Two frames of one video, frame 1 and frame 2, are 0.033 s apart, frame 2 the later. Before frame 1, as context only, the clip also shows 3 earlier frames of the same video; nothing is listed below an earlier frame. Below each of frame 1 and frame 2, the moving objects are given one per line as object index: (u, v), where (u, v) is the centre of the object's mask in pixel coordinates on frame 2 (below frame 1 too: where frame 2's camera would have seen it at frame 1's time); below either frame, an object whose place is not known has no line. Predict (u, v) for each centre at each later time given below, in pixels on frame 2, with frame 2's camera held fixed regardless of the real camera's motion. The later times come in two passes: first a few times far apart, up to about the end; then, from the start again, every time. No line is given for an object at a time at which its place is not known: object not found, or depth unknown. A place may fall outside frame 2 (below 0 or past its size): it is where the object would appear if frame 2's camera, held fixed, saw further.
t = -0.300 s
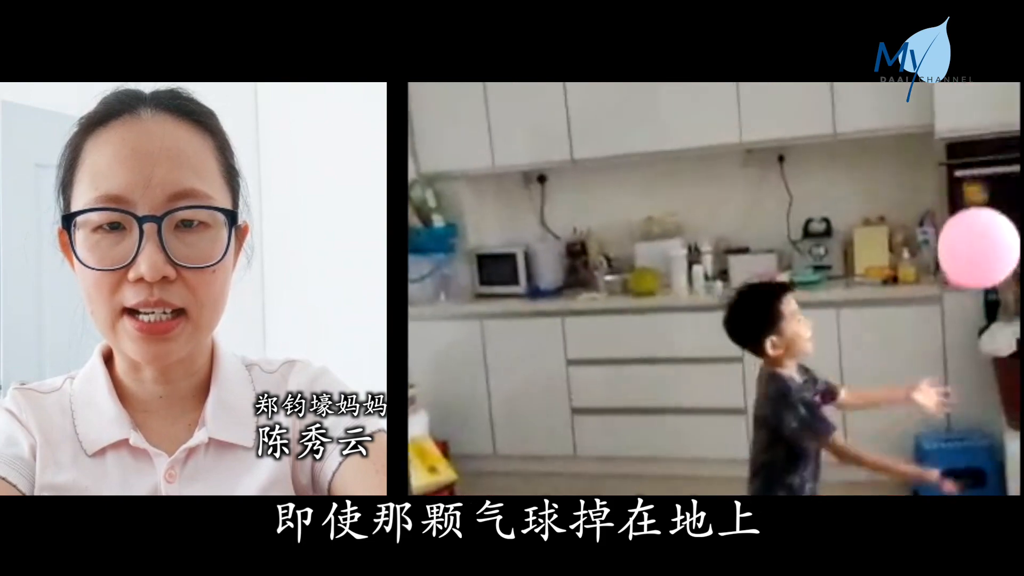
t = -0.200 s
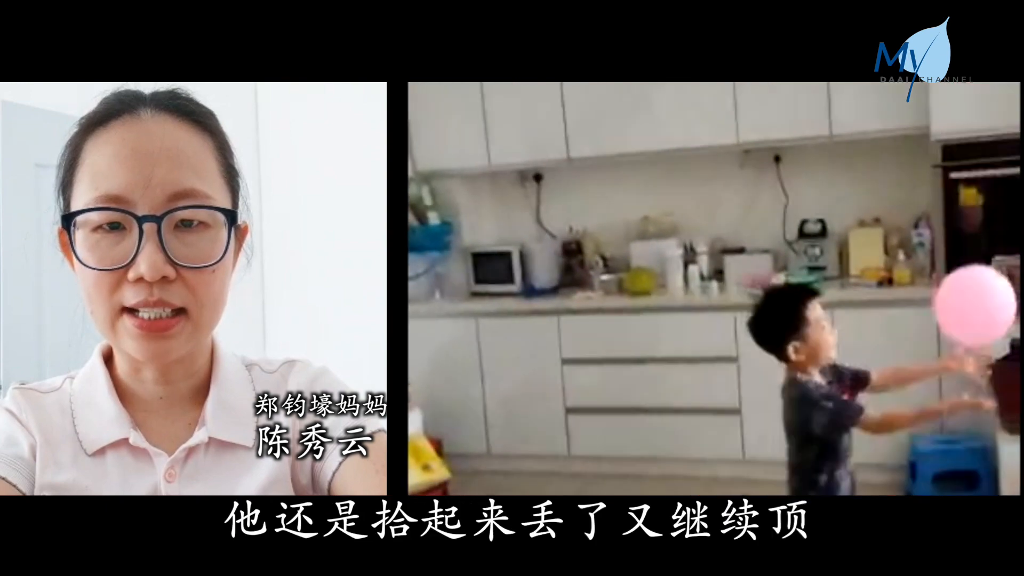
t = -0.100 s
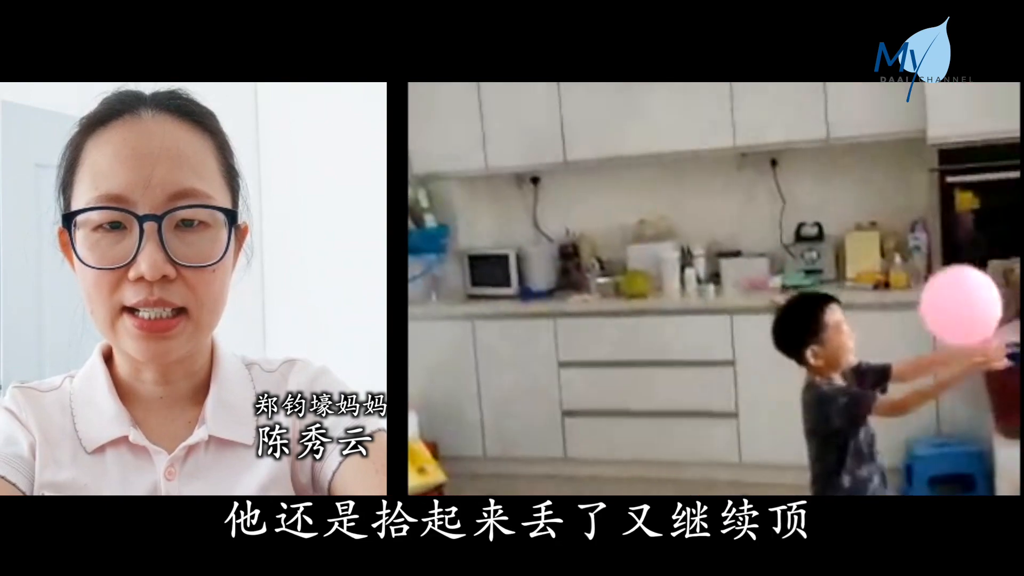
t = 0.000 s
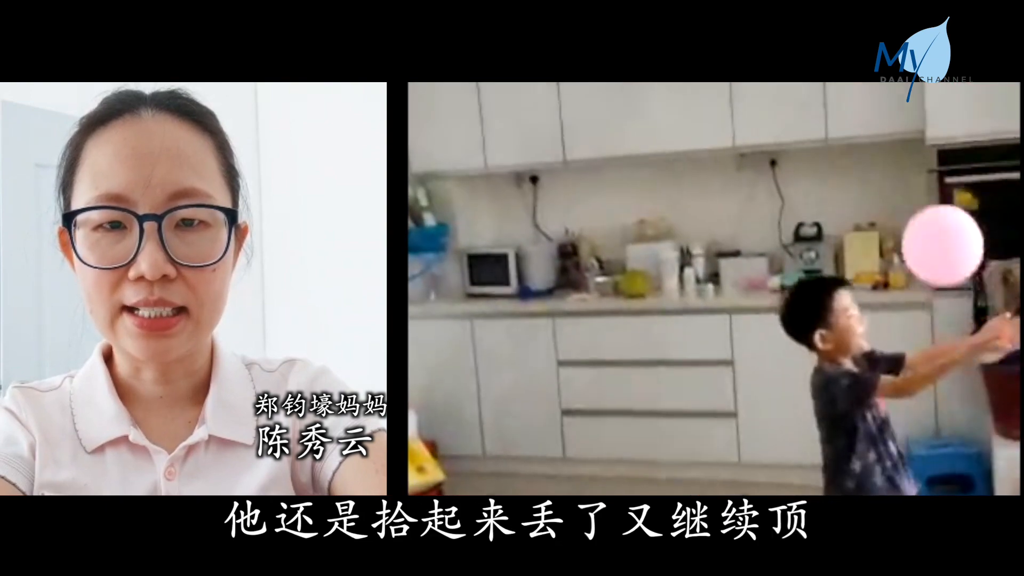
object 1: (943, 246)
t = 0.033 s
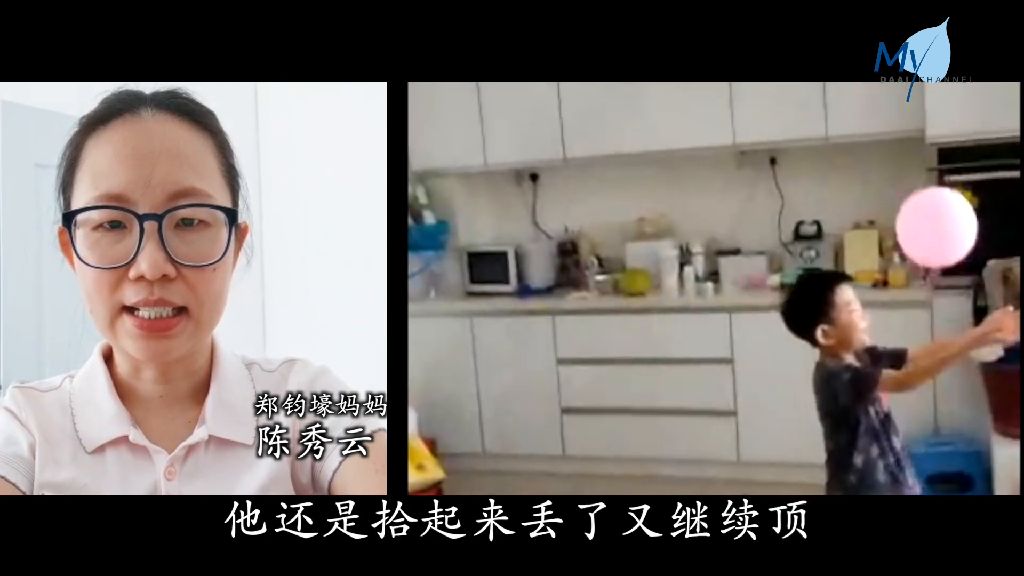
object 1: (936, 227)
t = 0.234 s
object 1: (913, 159)
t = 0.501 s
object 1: (898, 157)
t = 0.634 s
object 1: (891, 183)
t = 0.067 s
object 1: (931, 211)
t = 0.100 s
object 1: (925, 191)
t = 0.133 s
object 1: (921, 178)
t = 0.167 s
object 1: (918, 171)
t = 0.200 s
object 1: (915, 165)
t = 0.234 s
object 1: (913, 159)
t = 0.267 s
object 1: (911, 155)
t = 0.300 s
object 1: (909, 153)
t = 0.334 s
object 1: (907, 150)
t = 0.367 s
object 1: (906, 149)
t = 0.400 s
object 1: (904, 150)
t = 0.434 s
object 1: (902, 152)
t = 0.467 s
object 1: (900, 153)
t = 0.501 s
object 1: (898, 157)
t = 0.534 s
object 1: (897, 162)
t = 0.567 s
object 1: (895, 168)
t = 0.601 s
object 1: (893, 175)
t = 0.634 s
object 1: (891, 183)
